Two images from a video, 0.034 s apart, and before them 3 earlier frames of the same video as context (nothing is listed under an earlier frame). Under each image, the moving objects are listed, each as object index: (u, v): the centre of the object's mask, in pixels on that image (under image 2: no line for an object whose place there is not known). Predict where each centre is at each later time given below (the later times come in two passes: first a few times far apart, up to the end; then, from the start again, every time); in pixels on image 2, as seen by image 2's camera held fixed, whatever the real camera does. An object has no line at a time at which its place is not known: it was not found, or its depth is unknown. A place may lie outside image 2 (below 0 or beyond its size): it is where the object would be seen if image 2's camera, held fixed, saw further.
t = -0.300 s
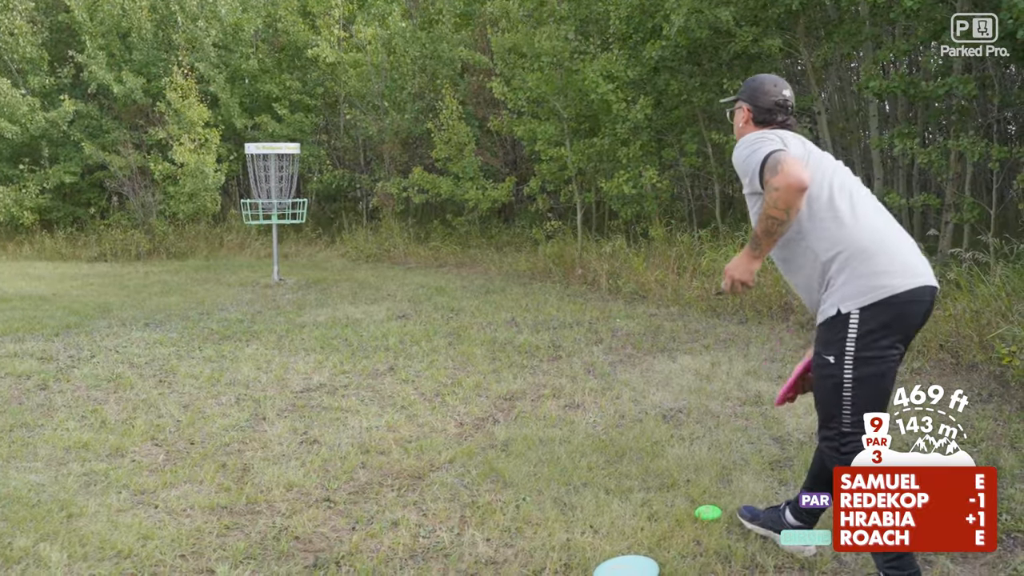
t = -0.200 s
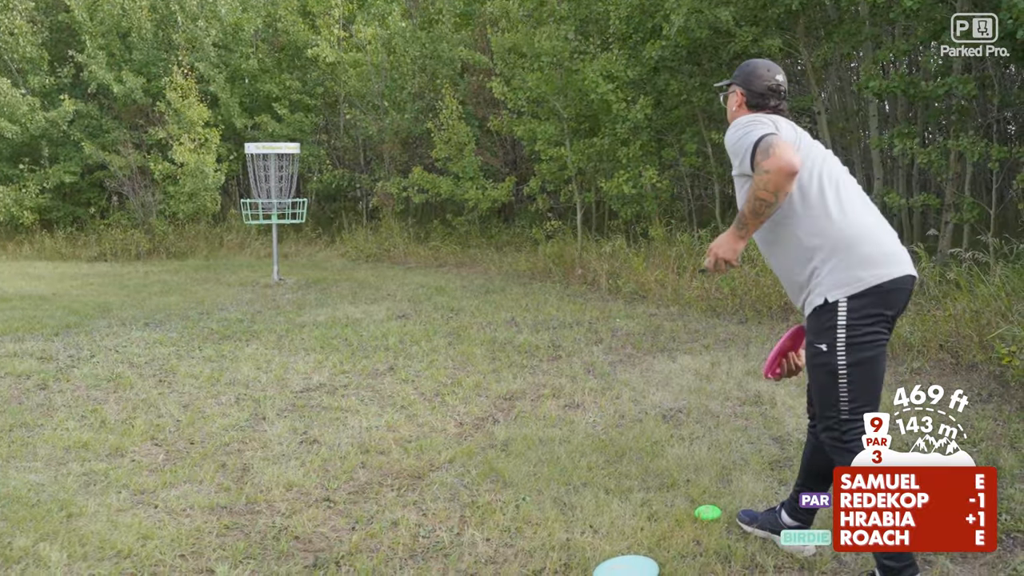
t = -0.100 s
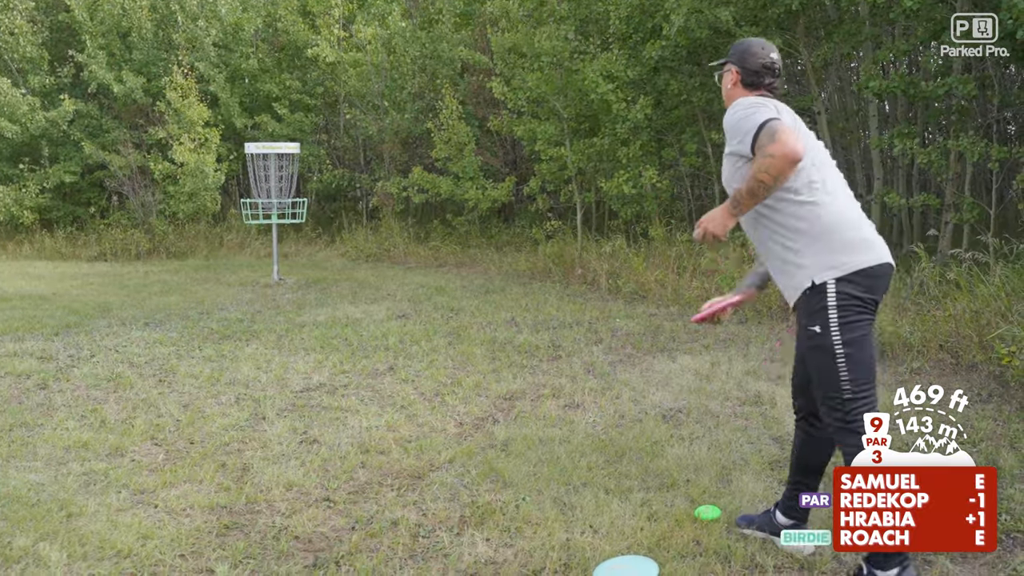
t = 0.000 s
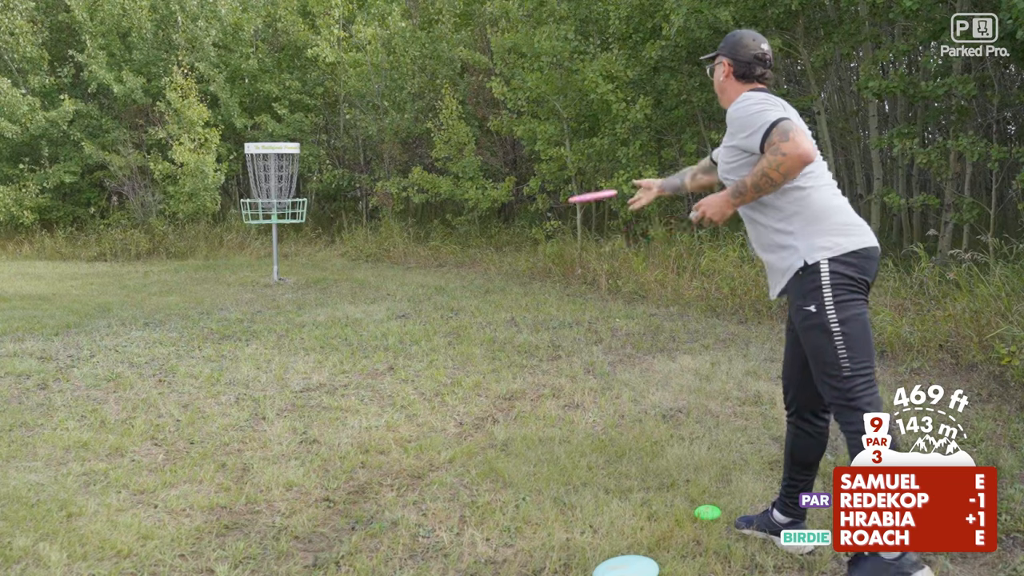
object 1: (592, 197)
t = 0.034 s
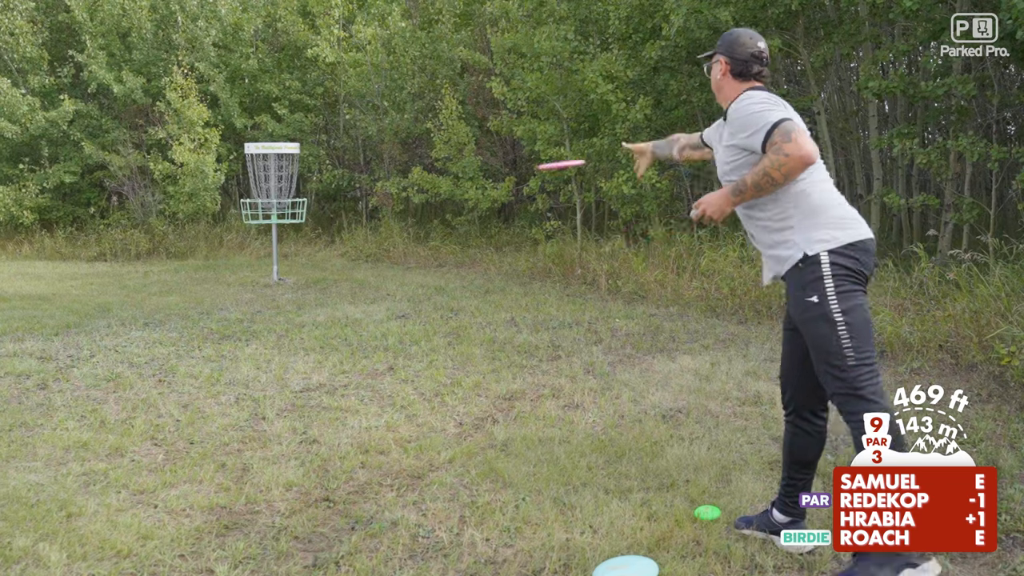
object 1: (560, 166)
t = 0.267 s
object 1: (420, 86)
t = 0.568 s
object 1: (330, 136)
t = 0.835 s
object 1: (295, 188)
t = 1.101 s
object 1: (306, 198)
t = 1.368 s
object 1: (325, 253)
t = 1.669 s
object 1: (315, 272)
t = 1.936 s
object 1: (307, 274)
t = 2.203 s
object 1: (313, 280)
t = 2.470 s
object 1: (315, 283)
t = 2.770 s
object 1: (315, 283)
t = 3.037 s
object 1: (315, 283)
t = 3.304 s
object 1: (315, 283)
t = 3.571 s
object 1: (315, 283)
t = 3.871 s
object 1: (315, 283)
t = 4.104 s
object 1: (315, 283)
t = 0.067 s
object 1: (533, 141)
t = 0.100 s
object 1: (509, 121)
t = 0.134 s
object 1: (488, 108)
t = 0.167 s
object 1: (468, 98)
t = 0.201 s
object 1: (451, 91)
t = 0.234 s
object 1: (433, 88)
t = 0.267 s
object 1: (420, 86)
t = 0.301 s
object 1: (407, 87)
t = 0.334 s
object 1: (393, 90)
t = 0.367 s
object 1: (383, 94)
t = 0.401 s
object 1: (372, 100)
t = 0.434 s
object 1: (363, 106)
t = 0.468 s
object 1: (353, 114)
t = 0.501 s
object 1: (346, 121)
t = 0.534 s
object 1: (338, 128)
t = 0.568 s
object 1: (330, 136)
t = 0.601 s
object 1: (324, 144)
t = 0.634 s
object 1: (316, 153)
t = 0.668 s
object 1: (310, 161)
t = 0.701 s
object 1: (305, 168)
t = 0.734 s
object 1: (302, 178)
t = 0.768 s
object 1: (297, 184)
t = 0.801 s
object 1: (296, 186)
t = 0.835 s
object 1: (295, 188)
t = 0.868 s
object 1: (296, 190)
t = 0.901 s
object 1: (296, 192)
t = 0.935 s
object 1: (296, 191)
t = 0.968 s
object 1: (296, 191)
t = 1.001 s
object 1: (297, 192)
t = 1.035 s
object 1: (298, 193)
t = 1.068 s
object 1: (302, 194)
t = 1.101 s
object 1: (306, 198)
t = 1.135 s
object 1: (308, 200)
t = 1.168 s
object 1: (311, 205)
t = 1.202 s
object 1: (313, 211)
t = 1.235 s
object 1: (315, 217)
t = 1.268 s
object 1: (317, 225)
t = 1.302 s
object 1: (320, 234)
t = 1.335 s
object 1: (322, 243)
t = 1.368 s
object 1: (325, 253)
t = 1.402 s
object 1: (328, 265)
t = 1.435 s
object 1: (329, 276)
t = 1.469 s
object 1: (327, 279)
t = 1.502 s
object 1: (325, 276)
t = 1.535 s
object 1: (322, 274)
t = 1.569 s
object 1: (320, 272)
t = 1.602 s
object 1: (319, 270)
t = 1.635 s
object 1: (317, 270)
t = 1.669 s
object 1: (315, 272)
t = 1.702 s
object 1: (313, 274)
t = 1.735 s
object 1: (312, 274)
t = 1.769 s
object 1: (311, 275)
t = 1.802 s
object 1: (309, 274)
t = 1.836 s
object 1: (308, 274)
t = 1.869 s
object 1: (307, 274)
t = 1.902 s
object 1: (307, 275)
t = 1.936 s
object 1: (307, 274)
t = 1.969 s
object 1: (307, 274)
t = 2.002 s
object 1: (307, 275)
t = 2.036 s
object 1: (307, 275)
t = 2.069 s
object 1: (308, 276)
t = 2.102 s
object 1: (309, 277)
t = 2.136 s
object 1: (311, 278)
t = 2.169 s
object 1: (312, 280)
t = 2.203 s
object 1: (313, 280)
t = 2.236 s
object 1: (313, 280)
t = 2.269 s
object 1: (315, 280)
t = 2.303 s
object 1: (315, 279)
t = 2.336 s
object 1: (315, 280)
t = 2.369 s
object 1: (315, 281)
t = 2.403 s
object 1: (314, 282)
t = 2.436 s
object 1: (315, 283)
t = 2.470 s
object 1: (315, 283)
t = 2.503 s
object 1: (315, 283)
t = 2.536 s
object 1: (315, 283)
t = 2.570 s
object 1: (315, 283)
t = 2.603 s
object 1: (315, 283)
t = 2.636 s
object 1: (315, 283)
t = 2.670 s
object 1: (315, 283)
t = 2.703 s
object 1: (315, 283)
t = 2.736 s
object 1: (315, 283)
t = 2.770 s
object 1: (315, 283)
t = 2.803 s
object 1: (315, 283)
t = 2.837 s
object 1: (315, 283)
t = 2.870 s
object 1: (315, 283)
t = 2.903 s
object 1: (315, 283)
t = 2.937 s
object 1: (315, 283)
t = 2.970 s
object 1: (315, 283)
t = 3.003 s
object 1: (315, 283)
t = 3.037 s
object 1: (315, 283)
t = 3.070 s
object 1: (315, 283)
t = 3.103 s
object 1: (315, 283)
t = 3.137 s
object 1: (315, 283)
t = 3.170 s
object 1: (315, 283)
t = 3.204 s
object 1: (315, 283)
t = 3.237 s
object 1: (315, 283)
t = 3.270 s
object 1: (315, 283)
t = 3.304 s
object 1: (315, 283)
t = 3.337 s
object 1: (315, 283)
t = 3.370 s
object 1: (315, 283)
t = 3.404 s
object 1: (315, 283)
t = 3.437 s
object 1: (315, 283)
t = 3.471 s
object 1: (315, 283)
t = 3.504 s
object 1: (315, 283)
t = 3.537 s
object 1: (315, 283)
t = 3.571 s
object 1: (315, 283)
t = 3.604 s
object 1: (315, 283)
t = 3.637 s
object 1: (315, 283)
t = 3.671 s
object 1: (315, 283)
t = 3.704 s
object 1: (315, 283)
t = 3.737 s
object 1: (315, 283)
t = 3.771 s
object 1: (315, 283)
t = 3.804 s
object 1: (315, 283)
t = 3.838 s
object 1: (315, 283)
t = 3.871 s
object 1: (315, 283)
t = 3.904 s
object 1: (315, 283)
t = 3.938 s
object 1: (315, 282)
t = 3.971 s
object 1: (315, 283)
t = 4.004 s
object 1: (315, 283)
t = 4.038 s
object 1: (315, 283)
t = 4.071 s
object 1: (315, 283)
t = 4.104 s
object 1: (315, 283)
